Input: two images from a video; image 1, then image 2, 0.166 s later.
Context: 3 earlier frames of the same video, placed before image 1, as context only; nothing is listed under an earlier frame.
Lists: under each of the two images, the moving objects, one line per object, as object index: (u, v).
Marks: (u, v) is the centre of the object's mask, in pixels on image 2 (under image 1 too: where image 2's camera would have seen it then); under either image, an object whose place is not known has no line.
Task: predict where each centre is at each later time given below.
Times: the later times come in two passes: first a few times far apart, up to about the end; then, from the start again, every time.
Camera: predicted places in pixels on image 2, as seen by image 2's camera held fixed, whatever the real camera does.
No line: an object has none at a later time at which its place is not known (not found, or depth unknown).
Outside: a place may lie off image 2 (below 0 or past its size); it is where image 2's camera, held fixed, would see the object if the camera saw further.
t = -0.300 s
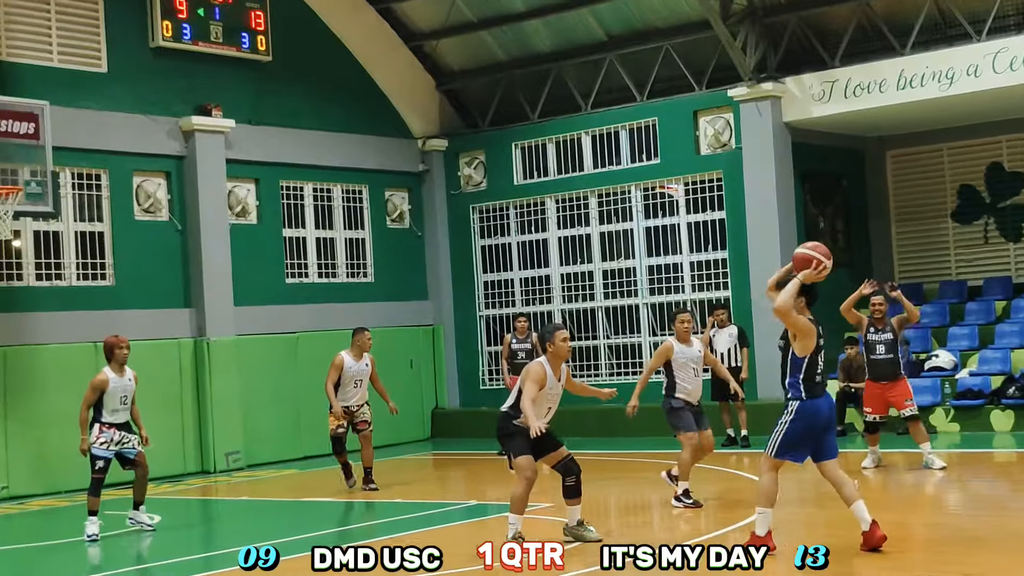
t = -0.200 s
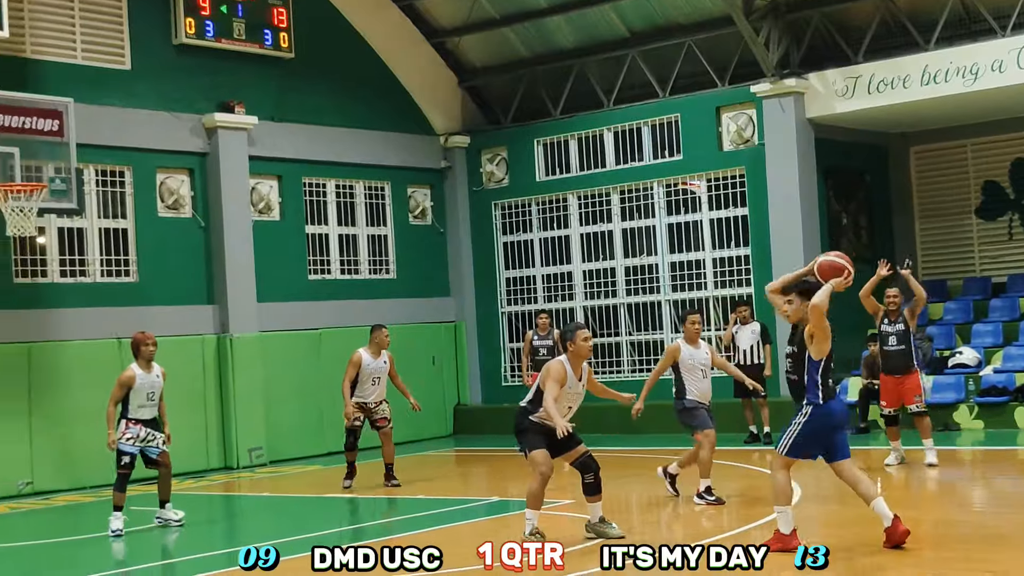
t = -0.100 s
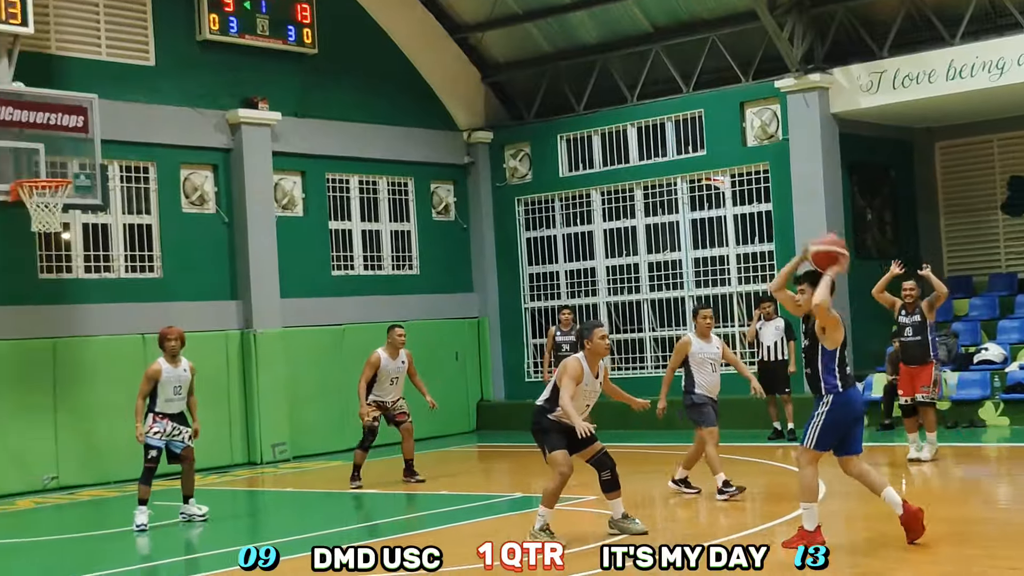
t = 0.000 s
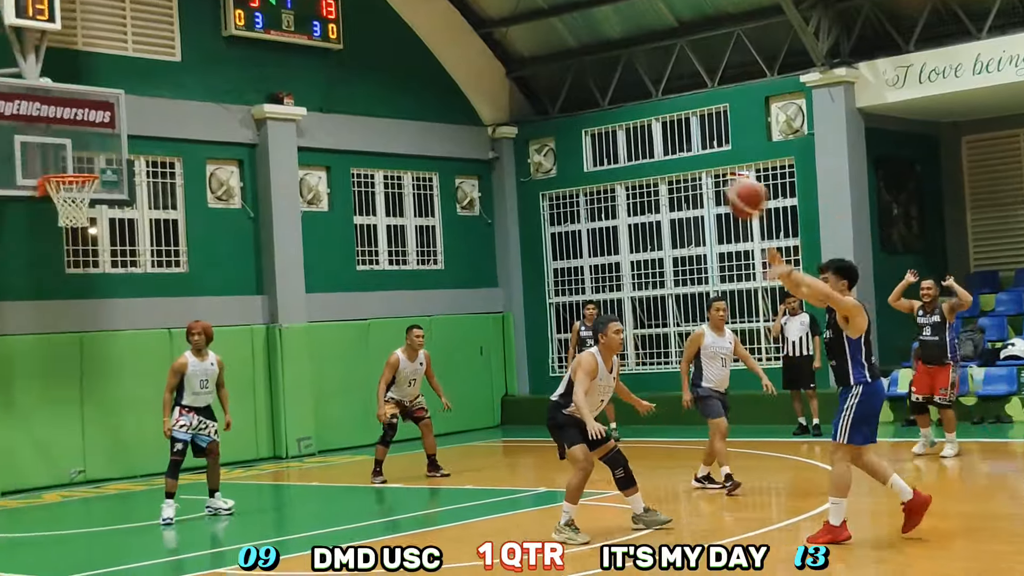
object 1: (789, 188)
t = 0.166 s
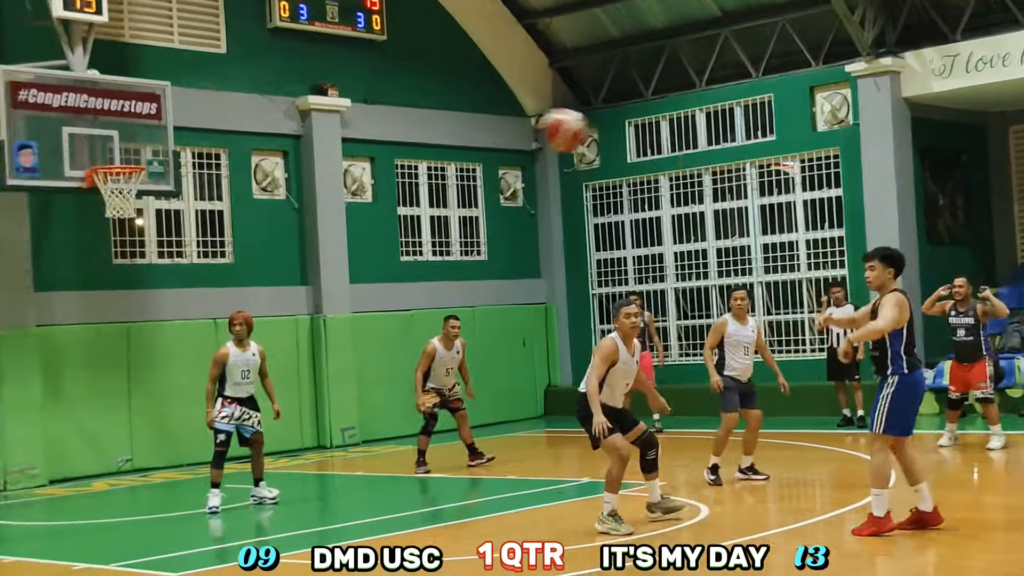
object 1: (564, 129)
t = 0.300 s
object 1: (371, 112)
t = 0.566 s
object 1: (-54, 177)
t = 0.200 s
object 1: (517, 123)
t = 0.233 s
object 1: (470, 118)
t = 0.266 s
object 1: (421, 115)
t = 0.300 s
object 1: (371, 112)
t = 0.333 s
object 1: (321, 112)
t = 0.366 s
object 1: (271, 115)
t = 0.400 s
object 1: (220, 120)
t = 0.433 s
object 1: (167, 126)
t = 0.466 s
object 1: (114, 135)
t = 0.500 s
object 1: (59, 147)
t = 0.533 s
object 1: (2, 160)
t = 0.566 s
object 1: (-54, 177)
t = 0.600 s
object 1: (-115, 195)
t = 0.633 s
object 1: (-174, 219)
